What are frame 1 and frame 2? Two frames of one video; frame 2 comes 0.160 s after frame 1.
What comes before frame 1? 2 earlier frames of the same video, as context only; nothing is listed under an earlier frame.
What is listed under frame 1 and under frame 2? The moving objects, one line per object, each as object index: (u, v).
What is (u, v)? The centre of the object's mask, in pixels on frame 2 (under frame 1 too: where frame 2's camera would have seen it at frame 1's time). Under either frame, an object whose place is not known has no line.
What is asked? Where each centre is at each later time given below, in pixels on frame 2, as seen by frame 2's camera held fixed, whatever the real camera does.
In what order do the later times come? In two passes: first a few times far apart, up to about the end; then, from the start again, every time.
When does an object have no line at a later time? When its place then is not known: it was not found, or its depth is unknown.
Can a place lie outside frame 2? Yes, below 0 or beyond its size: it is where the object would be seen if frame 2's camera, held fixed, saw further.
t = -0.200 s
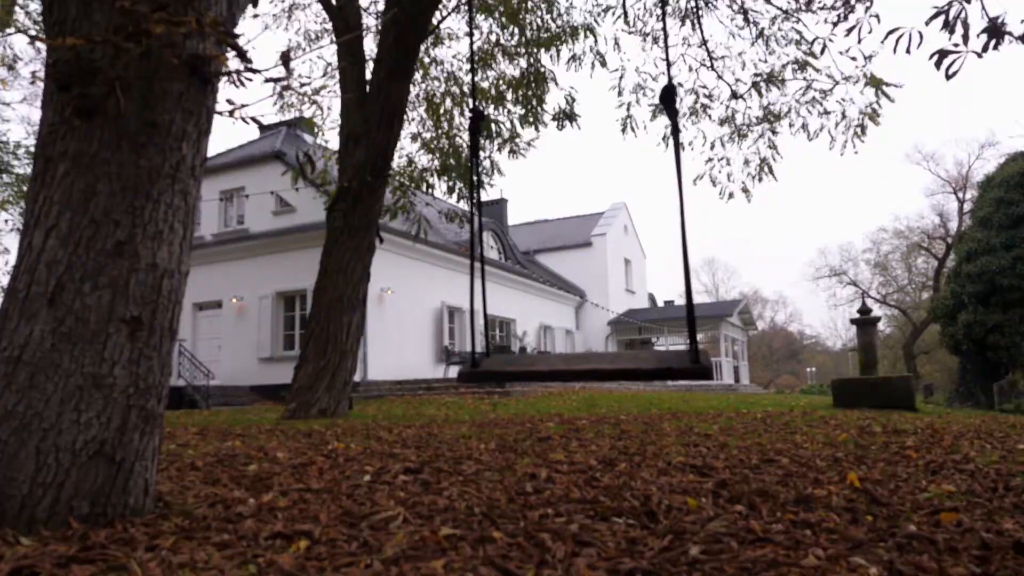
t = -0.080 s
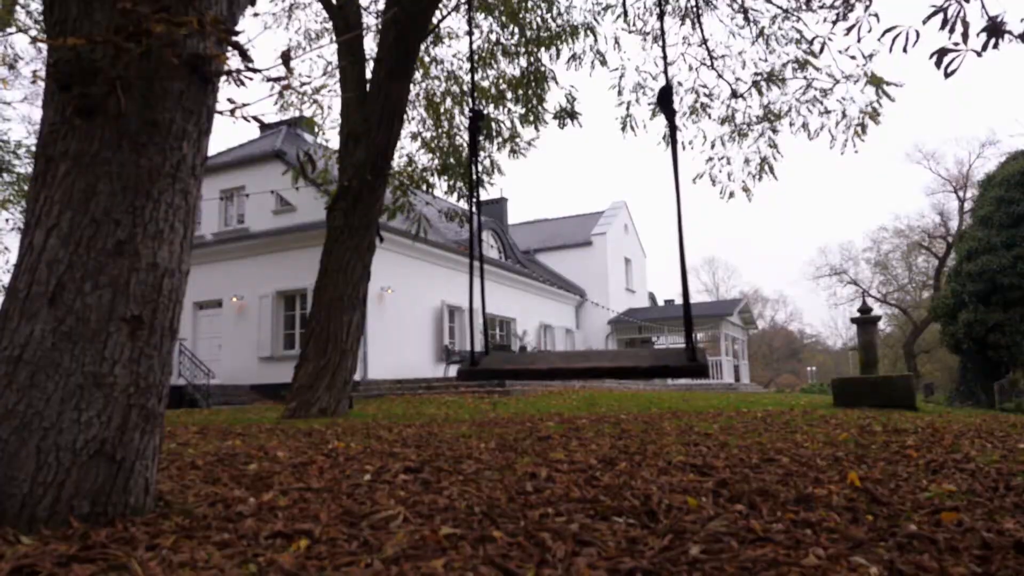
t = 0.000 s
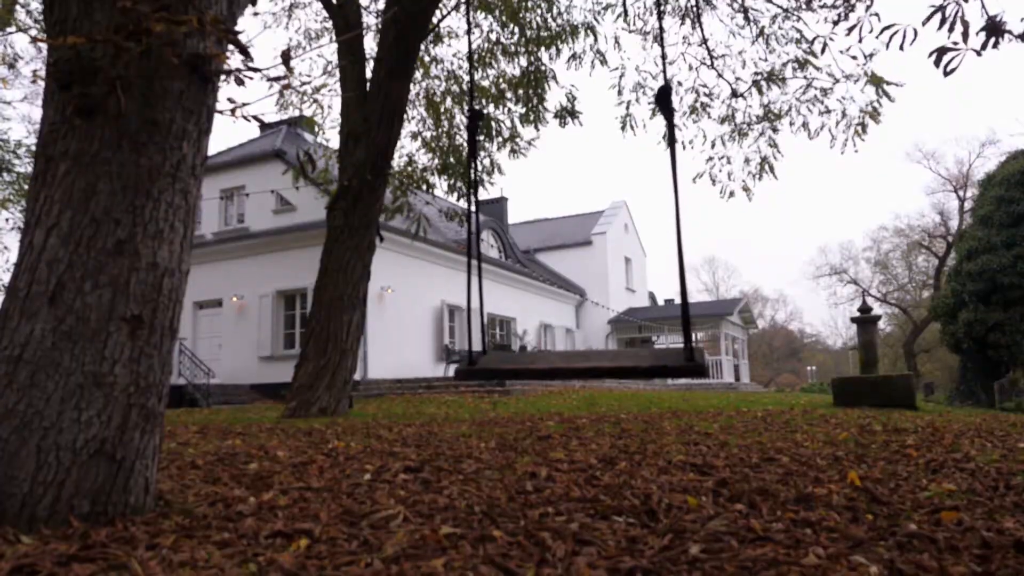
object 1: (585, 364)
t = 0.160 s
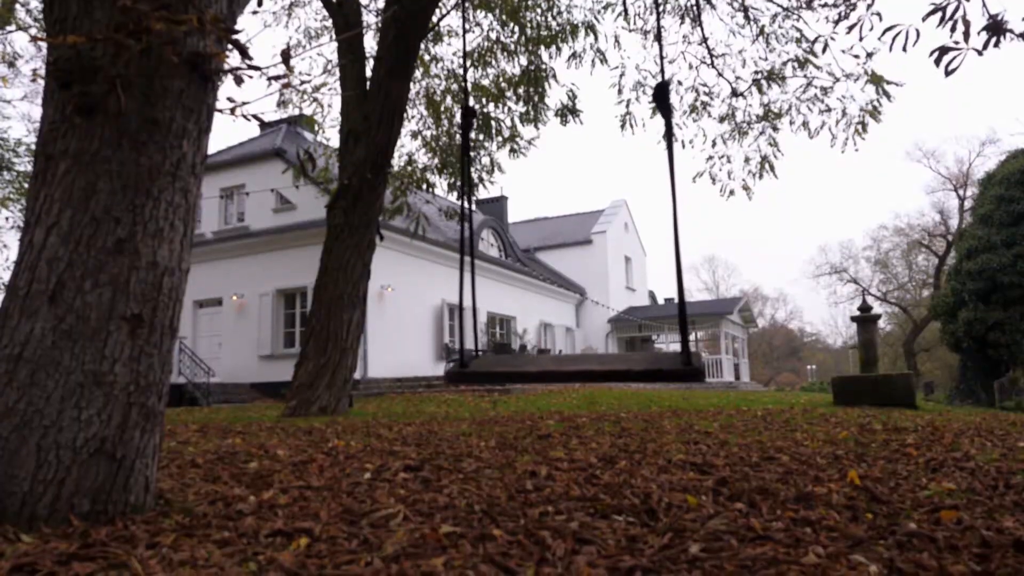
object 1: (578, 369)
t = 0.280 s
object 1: (576, 375)
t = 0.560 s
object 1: (554, 391)
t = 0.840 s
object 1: (530, 394)
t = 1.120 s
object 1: (505, 371)
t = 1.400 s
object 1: (499, 310)
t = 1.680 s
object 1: (515, 278)
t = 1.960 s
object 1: (542, 325)
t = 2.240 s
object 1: (564, 380)
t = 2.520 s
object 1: (576, 394)
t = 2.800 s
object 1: (590, 387)
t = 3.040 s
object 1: (590, 375)
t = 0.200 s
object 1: (578, 370)
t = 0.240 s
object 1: (578, 372)
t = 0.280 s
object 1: (576, 375)
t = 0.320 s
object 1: (571, 377)
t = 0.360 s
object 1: (570, 379)
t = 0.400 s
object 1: (569, 381)
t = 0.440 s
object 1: (566, 385)
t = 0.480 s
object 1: (563, 387)
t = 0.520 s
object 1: (558, 389)
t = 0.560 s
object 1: (554, 391)
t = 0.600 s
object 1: (550, 392)
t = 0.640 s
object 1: (546, 393)
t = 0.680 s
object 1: (543, 394)
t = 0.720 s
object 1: (541, 394)
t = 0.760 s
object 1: (538, 394)
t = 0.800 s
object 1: (535, 394)
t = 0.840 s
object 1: (530, 394)
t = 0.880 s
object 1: (528, 393)
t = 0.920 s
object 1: (525, 393)
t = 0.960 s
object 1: (515, 390)
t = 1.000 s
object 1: (514, 387)
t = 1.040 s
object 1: (511, 382)
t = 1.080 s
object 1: (509, 377)
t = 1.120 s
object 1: (505, 371)
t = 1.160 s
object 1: (503, 363)
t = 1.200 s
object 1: (501, 355)
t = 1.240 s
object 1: (501, 346)
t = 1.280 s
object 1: (501, 337)
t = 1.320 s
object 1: (500, 328)
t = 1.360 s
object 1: (499, 319)
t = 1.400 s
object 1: (499, 310)
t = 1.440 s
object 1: (501, 302)
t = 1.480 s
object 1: (502, 294)
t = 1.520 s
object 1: (504, 288)
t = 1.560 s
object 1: (506, 282)
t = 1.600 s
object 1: (509, 279)
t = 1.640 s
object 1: (512, 278)
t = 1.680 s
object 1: (515, 278)
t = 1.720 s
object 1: (520, 281)
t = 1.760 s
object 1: (523, 285)
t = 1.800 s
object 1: (527, 291)
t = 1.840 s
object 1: (530, 298)
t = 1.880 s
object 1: (536, 307)
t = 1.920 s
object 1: (539, 315)
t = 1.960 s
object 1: (542, 325)
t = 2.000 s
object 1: (545, 334)
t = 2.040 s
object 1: (548, 343)
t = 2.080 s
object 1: (551, 352)
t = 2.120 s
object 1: (554, 360)
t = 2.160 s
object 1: (558, 368)
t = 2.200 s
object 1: (562, 374)
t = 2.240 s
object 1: (564, 380)
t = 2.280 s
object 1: (567, 384)
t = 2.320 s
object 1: (571, 388)
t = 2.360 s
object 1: (575, 391)
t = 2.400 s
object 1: (573, 393)
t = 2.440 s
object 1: (571, 393)
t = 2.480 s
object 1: (572, 394)
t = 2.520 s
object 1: (576, 394)
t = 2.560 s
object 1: (578, 394)
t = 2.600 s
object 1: (579, 394)
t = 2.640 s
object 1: (582, 393)
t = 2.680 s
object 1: (582, 392)
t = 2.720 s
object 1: (584, 391)
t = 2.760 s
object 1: (586, 389)
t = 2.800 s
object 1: (590, 387)
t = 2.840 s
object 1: (590, 385)
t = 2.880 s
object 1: (591, 383)
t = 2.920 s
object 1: (591, 381)
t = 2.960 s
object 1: (589, 379)
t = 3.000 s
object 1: (589, 377)
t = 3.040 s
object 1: (590, 375)
